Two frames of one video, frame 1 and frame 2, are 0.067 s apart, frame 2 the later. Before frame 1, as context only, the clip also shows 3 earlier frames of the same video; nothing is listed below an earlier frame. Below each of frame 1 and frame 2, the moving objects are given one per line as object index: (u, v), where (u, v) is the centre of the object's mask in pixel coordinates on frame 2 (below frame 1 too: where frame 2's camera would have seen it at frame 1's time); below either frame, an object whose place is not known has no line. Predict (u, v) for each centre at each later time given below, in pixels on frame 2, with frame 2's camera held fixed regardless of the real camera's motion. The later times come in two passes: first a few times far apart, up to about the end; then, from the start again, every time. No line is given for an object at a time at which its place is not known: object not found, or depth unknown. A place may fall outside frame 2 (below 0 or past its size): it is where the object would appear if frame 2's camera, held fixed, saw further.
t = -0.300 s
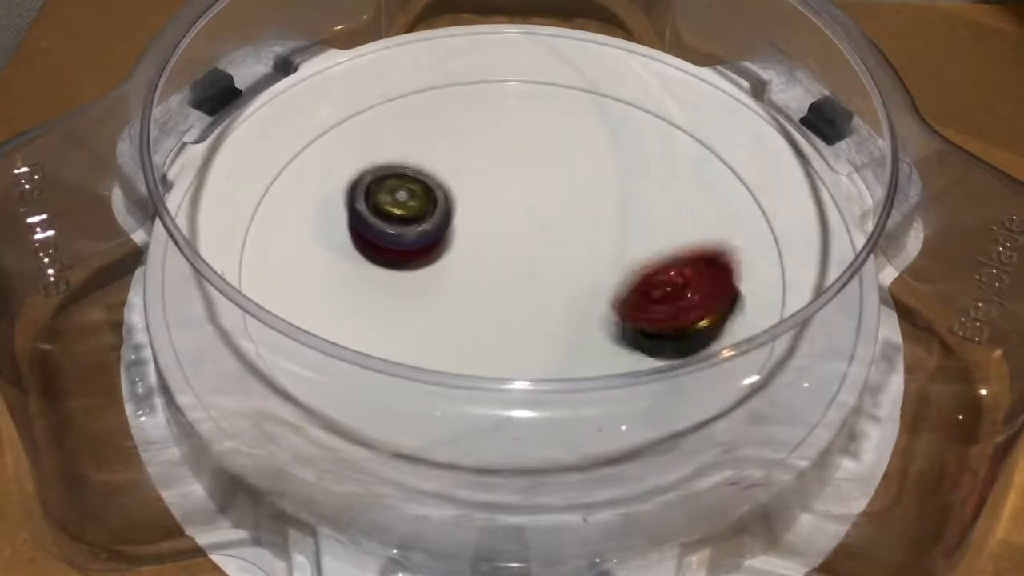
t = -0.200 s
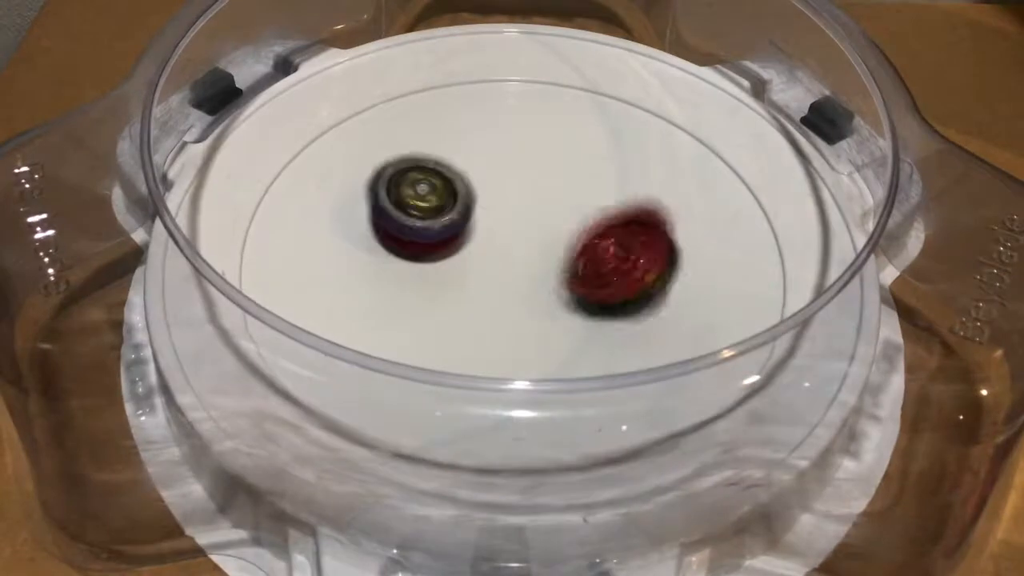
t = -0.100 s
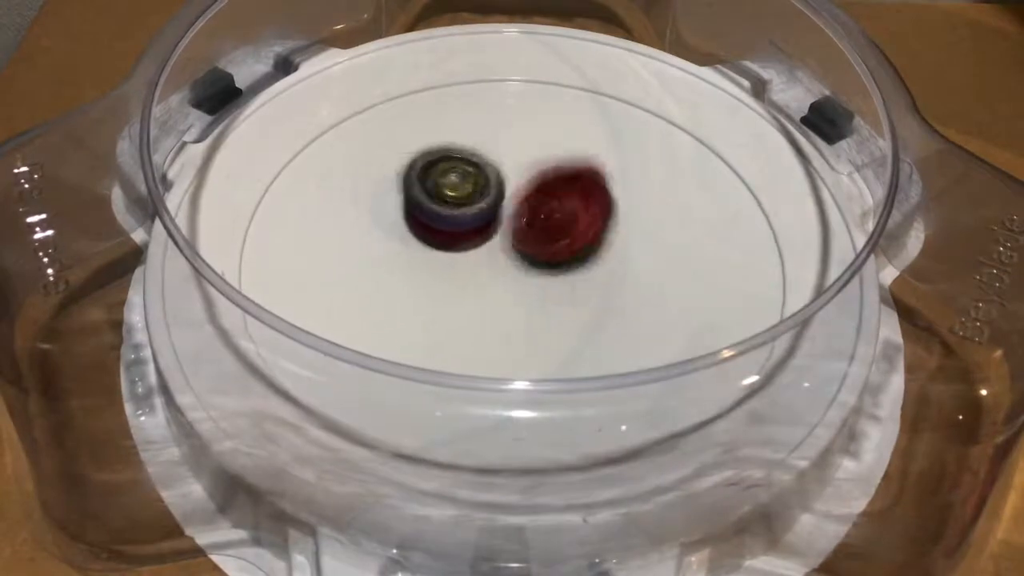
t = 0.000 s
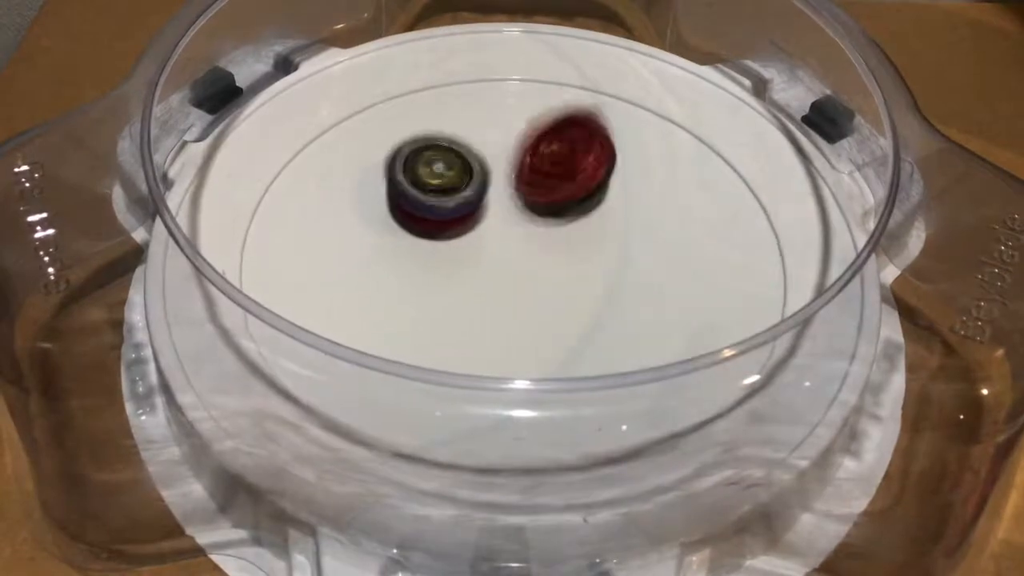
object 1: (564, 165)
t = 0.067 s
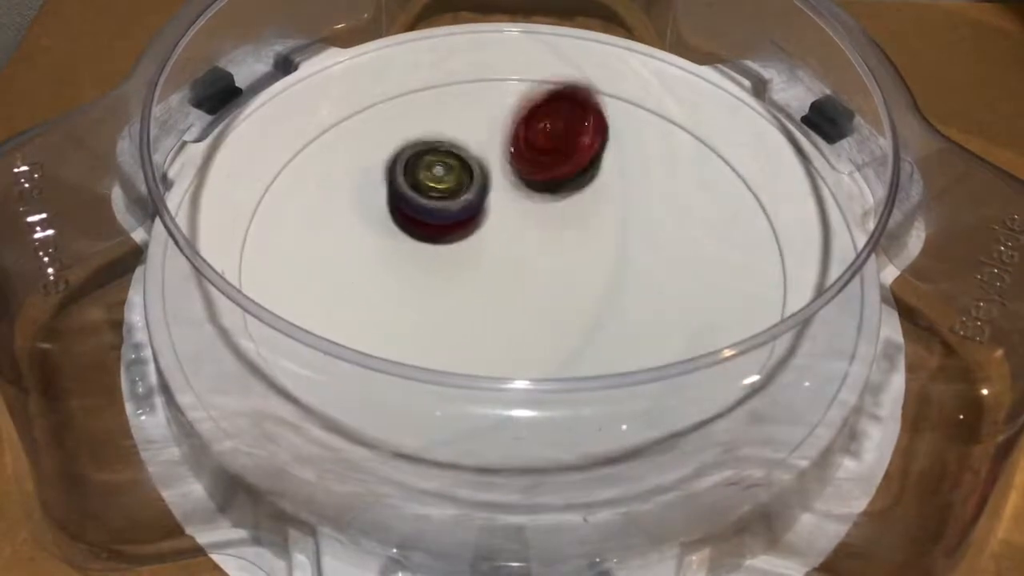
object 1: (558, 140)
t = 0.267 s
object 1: (523, 121)
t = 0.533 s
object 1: (483, 139)
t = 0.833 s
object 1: (529, 314)
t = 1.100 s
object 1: (565, 340)
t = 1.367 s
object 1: (555, 295)
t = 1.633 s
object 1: (500, 293)
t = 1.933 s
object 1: (446, 266)
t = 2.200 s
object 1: (426, 316)
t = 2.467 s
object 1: (512, 305)
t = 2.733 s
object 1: (538, 273)
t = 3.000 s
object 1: (521, 264)
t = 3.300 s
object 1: (531, 296)
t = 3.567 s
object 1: (556, 281)
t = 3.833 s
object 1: (565, 274)
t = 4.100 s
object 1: (606, 276)
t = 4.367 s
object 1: (604, 275)
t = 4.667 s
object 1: (602, 275)
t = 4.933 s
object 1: (602, 275)
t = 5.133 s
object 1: (602, 273)
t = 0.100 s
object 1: (552, 131)
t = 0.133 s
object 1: (546, 125)
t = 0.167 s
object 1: (540, 122)
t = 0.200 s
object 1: (533, 121)
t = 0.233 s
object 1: (528, 120)
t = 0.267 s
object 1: (523, 121)
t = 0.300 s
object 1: (516, 125)
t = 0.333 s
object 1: (508, 125)
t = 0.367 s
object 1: (501, 116)
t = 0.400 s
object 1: (494, 110)
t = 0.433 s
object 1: (489, 111)
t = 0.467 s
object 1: (485, 118)
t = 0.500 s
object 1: (483, 127)
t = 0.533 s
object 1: (483, 139)
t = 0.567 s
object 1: (484, 153)
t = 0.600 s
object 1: (485, 168)
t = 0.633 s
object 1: (489, 188)
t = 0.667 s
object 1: (494, 209)
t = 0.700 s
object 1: (501, 230)
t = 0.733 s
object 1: (510, 253)
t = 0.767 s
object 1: (520, 274)
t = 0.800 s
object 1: (531, 295)
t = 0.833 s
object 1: (529, 314)
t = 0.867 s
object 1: (532, 327)
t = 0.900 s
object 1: (536, 336)
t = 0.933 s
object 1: (542, 341)
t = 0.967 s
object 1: (550, 345)
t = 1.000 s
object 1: (555, 345)
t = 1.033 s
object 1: (562, 347)
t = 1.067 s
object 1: (564, 344)
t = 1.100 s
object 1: (565, 340)
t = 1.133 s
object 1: (567, 334)
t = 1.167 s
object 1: (569, 329)
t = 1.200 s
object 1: (567, 318)
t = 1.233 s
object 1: (564, 301)
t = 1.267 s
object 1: (563, 284)
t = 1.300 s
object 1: (565, 287)
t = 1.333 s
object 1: (561, 292)
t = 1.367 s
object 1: (555, 295)
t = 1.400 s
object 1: (552, 296)
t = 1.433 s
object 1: (545, 295)
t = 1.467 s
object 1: (536, 295)
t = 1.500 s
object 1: (526, 295)
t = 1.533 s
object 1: (519, 296)
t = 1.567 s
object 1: (512, 295)
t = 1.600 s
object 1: (507, 295)
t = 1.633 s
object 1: (500, 293)
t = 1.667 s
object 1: (492, 291)
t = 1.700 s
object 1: (484, 290)
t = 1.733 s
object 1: (477, 287)
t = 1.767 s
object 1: (470, 285)
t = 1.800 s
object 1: (466, 282)
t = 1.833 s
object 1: (460, 279)
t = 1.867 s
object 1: (454, 275)
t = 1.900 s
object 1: (451, 270)
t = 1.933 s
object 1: (446, 266)
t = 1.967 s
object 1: (444, 260)
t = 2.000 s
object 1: (444, 256)
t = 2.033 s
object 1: (439, 257)
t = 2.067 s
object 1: (429, 278)
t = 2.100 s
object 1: (422, 291)
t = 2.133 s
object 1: (421, 303)
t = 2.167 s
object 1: (422, 313)
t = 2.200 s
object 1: (426, 316)
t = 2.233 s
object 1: (432, 321)
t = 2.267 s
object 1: (439, 324)
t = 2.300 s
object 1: (449, 324)
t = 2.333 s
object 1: (459, 323)
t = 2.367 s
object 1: (472, 319)
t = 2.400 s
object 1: (485, 313)
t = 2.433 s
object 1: (498, 308)
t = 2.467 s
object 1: (512, 305)
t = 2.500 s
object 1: (526, 307)
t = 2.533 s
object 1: (538, 308)
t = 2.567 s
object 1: (545, 303)
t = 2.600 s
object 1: (547, 296)
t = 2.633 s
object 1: (544, 292)
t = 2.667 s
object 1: (541, 285)
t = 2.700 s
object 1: (542, 279)
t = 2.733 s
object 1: (538, 273)
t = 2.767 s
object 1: (532, 268)
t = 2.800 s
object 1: (528, 266)
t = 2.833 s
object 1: (529, 267)
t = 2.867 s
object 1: (526, 266)
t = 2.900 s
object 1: (524, 267)
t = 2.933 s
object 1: (522, 266)
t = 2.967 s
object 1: (521, 266)
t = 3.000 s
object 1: (521, 264)
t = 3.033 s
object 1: (518, 263)
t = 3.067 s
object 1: (515, 266)
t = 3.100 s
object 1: (522, 279)
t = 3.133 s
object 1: (527, 290)
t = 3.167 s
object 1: (528, 297)
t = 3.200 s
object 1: (528, 300)
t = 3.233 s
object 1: (530, 301)
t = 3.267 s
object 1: (529, 300)
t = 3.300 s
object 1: (531, 296)
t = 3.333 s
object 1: (533, 288)
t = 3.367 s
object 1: (534, 284)
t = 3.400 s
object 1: (536, 280)
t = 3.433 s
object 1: (542, 280)
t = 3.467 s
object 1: (547, 281)
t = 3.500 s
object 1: (551, 281)
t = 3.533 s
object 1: (554, 282)
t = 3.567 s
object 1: (556, 281)
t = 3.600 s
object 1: (559, 281)
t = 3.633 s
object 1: (562, 281)
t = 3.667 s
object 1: (562, 280)
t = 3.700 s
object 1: (562, 280)
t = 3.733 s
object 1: (563, 278)
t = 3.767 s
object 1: (563, 275)
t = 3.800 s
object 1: (564, 276)
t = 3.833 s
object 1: (565, 274)
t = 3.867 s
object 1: (565, 273)
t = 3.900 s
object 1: (564, 273)
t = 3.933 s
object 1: (565, 271)
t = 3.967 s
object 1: (563, 268)
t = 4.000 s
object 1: (577, 270)
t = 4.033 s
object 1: (589, 273)
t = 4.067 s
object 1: (600, 274)
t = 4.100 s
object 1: (606, 276)
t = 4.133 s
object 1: (610, 278)
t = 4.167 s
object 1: (613, 278)
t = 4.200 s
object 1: (613, 278)
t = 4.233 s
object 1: (612, 277)
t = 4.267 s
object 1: (610, 276)
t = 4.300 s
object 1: (608, 275)
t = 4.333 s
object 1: (606, 274)
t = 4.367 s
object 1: (604, 275)
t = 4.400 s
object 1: (603, 276)
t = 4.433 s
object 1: (602, 276)
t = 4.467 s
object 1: (602, 276)
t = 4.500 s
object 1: (602, 275)
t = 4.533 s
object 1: (603, 274)
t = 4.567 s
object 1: (603, 274)
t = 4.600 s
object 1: (603, 274)
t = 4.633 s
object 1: (602, 275)
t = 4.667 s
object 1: (602, 275)
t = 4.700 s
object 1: (602, 275)
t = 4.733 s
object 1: (602, 275)
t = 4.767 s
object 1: (603, 274)
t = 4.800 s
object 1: (602, 275)
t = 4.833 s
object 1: (602, 275)
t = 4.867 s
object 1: (602, 275)
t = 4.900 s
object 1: (602, 275)
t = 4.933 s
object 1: (602, 275)
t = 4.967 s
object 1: (602, 275)
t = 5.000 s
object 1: (602, 274)
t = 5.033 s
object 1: (602, 274)
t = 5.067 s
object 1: (602, 274)
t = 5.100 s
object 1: (603, 274)
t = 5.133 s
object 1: (602, 273)
